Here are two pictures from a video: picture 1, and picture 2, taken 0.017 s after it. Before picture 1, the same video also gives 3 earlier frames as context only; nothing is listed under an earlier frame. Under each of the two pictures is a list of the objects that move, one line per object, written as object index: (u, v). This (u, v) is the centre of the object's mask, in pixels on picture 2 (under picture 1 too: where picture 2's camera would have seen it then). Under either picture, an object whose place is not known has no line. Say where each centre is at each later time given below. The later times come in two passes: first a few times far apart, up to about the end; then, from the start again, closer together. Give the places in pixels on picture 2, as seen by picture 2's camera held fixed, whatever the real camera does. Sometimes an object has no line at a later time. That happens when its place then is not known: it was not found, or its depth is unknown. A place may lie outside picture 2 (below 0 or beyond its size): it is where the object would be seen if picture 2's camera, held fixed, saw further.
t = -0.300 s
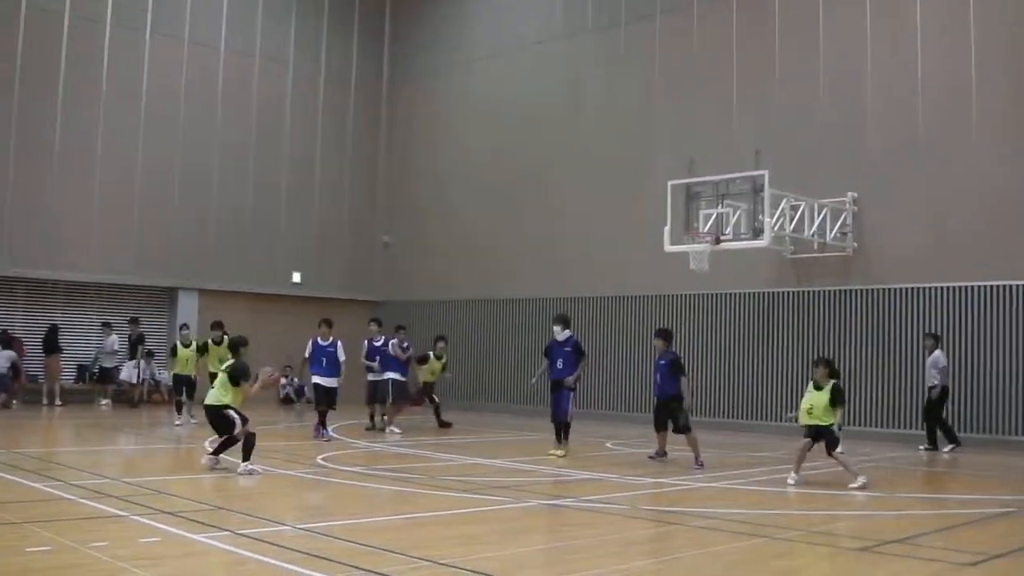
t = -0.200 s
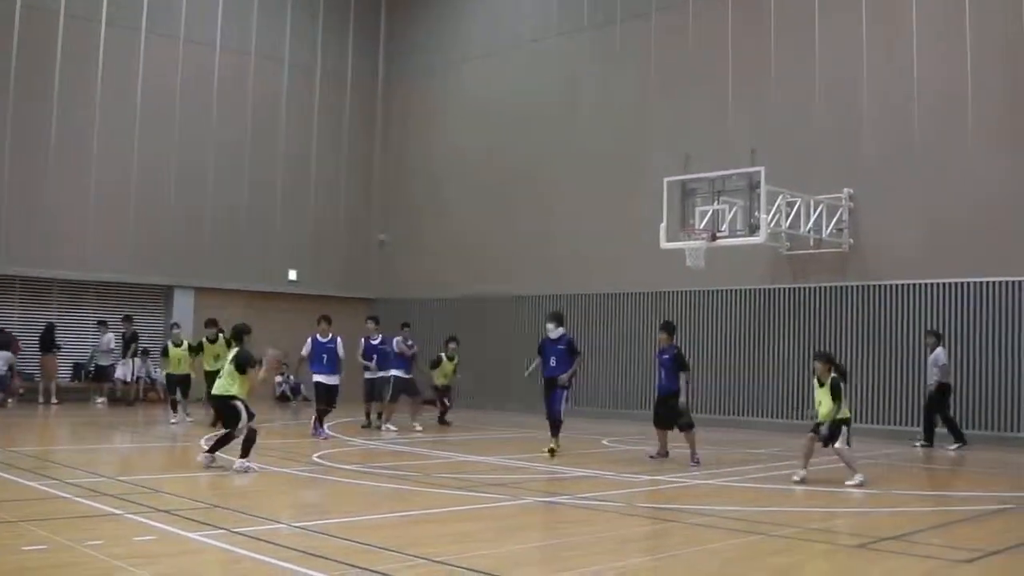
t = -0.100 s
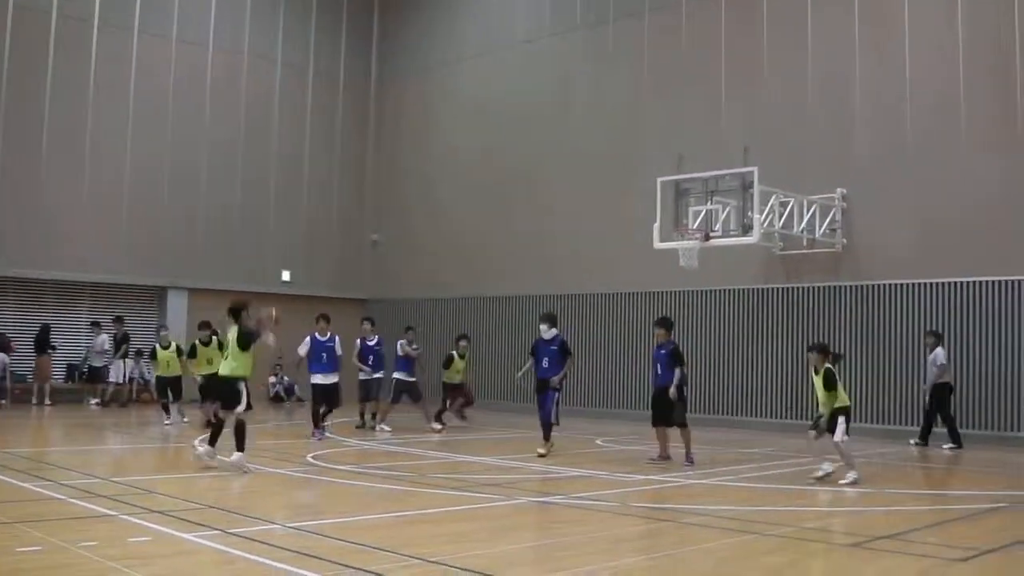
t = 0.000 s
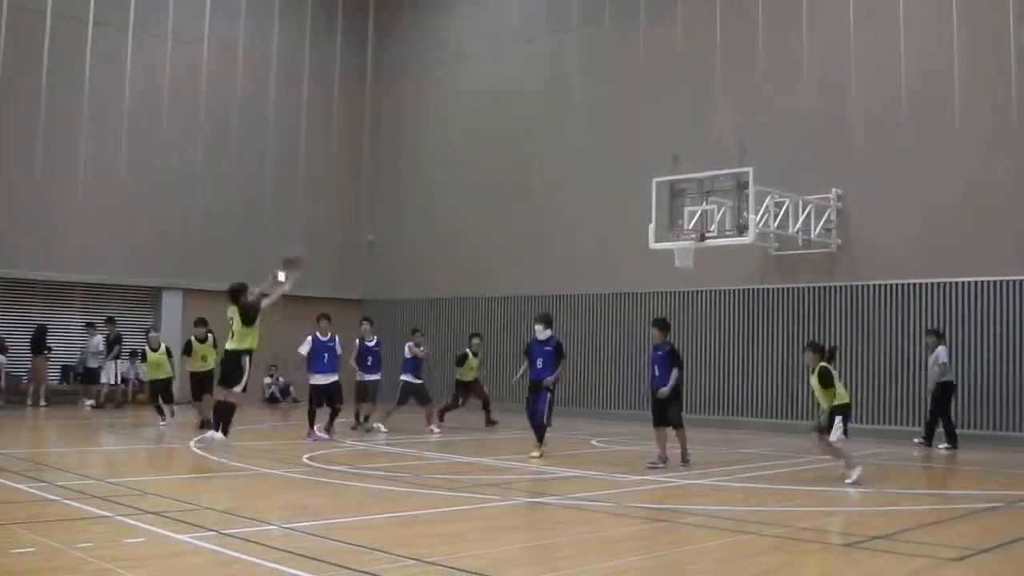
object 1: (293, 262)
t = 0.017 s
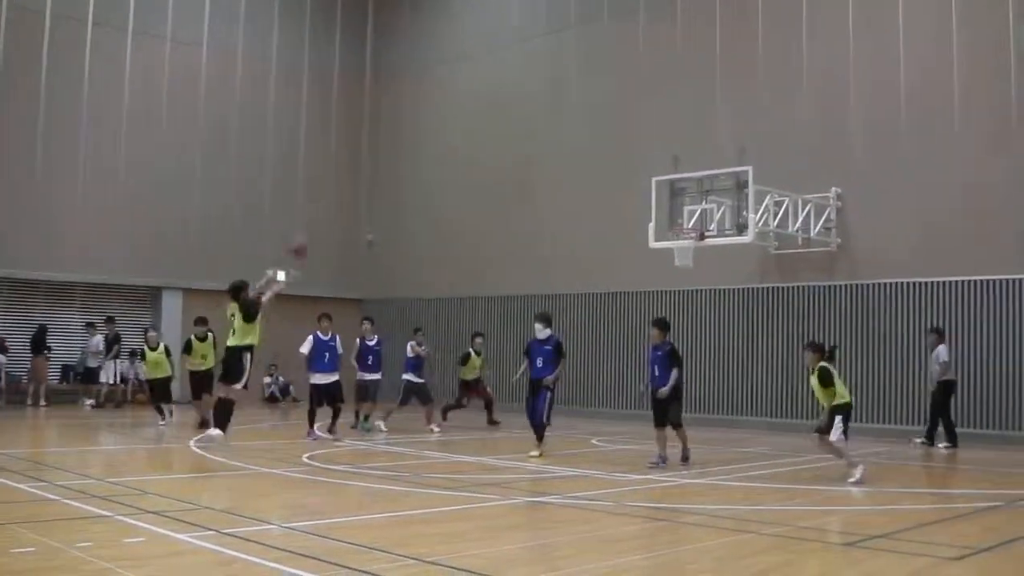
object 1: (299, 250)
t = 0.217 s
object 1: (379, 146)
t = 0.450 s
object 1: (461, 86)
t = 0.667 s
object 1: (526, 72)
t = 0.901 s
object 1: (584, 97)
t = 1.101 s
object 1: (630, 146)
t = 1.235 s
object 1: (659, 190)
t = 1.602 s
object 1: (685, 178)
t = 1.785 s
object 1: (690, 176)
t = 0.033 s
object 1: (307, 241)
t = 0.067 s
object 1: (321, 216)
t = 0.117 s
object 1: (343, 190)
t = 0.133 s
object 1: (348, 182)
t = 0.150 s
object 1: (356, 174)
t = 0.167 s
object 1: (361, 167)
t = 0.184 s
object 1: (366, 158)
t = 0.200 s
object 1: (374, 152)
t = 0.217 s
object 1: (379, 146)
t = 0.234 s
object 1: (387, 140)
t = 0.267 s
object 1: (400, 129)
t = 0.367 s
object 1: (434, 101)
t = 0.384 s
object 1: (440, 98)
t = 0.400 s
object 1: (446, 94)
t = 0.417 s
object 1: (451, 91)
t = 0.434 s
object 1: (456, 89)
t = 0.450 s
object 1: (461, 86)
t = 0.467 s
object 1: (467, 83)
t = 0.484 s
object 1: (472, 81)
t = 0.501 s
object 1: (478, 78)
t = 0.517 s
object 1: (483, 77)
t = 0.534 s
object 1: (487, 76)
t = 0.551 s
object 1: (492, 75)
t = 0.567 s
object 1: (497, 73)
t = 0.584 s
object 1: (501, 73)
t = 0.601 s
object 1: (506, 72)
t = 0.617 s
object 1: (511, 72)
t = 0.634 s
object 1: (515, 72)
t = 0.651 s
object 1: (521, 72)
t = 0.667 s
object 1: (526, 72)
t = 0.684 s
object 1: (529, 73)
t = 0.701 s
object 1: (534, 73)
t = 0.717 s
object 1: (539, 75)
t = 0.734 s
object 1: (543, 76)
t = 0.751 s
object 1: (548, 77)
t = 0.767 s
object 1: (552, 79)
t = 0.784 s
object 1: (555, 80)
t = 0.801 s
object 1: (560, 82)
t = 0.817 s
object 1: (564, 84)
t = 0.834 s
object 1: (567, 87)
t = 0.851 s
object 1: (573, 89)
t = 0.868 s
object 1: (577, 92)
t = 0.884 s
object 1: (580, 95)
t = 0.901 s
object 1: (584, 97)
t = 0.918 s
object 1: (589, 100)
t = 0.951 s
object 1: (598, 107)
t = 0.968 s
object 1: (601, 110)
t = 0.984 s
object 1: (605, 114)
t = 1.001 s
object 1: (608, 118)
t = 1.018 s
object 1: (612, 122)
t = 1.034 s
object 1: (616, 126)
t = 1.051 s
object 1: (619, 131)
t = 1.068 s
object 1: (624, 135)
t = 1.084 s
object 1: (627, 141)
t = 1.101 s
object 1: (630, 146)
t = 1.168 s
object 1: (644, 168)
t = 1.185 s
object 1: (648, 173)
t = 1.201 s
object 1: (651, 179)
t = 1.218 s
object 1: (656, 186)
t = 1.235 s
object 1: (659, 190)
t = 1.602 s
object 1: (685, 178)
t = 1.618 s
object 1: (686, 177)
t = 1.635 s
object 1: (687, 176)
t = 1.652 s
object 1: (688, 176)
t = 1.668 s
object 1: (687, 176)
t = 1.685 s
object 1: (688, 175)
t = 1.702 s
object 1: (688, 175)
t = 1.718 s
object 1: (689, 175)
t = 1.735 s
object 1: (689, 175)
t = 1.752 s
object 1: (690, 175)
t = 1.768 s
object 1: (690, 175)
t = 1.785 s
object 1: (690, 176)
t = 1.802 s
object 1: (691, 177)
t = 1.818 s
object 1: (692, 177)
